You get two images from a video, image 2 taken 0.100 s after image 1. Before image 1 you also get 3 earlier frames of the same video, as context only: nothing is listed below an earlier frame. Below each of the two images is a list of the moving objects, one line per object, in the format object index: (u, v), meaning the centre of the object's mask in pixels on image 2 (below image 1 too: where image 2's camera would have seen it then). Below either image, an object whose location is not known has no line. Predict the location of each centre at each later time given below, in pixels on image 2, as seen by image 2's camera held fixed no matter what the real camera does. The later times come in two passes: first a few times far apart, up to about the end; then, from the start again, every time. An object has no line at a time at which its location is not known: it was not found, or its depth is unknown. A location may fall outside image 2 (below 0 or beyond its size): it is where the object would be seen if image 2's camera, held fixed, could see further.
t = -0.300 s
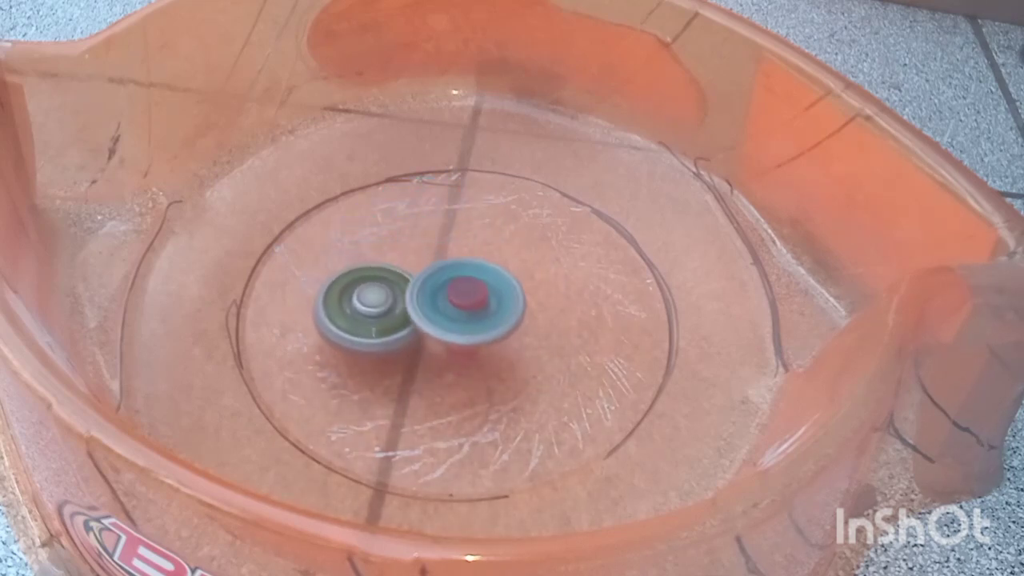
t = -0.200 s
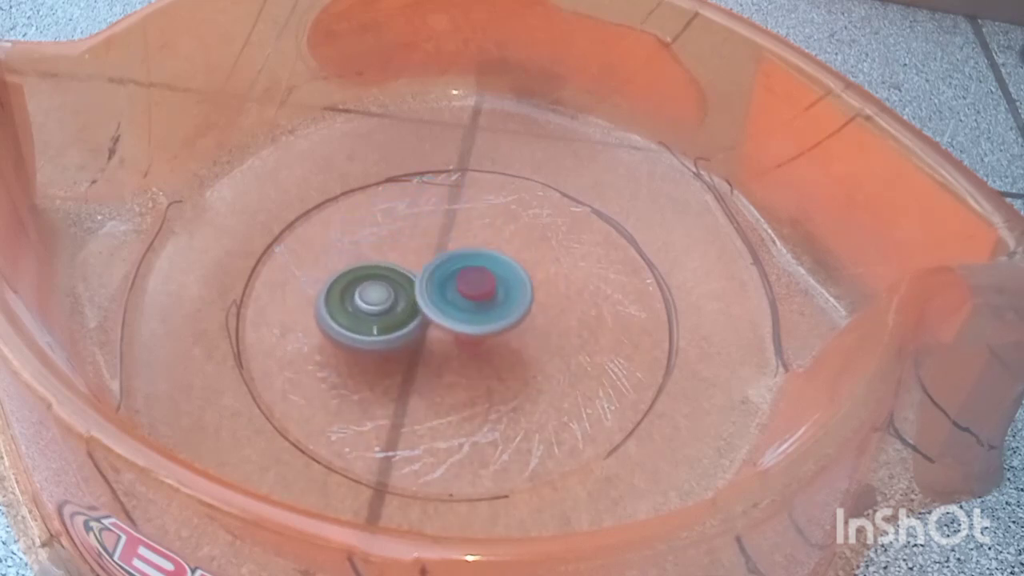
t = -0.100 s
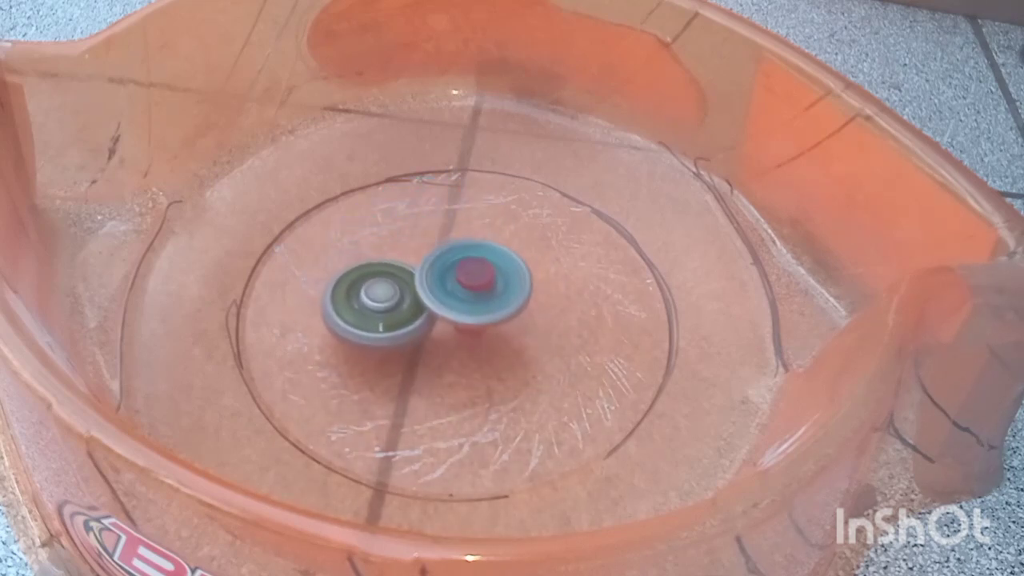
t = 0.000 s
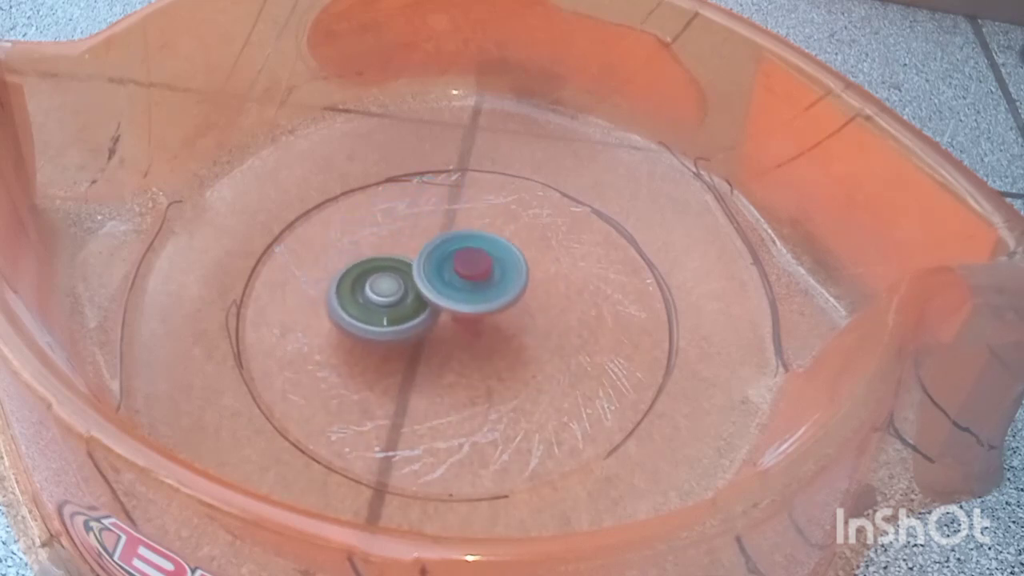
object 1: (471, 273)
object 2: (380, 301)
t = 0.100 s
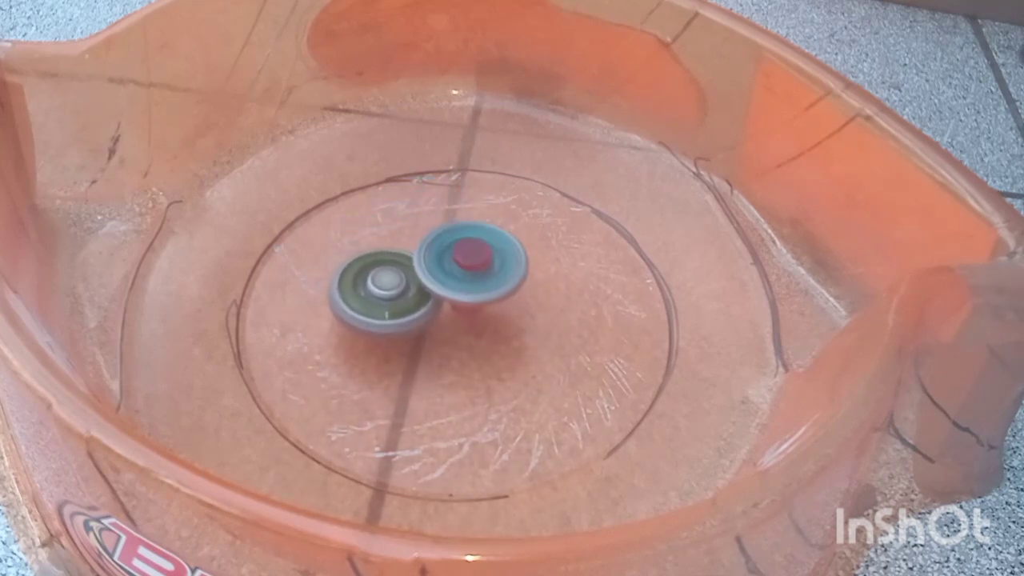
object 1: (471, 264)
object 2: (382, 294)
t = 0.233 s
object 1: (462, 251)
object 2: (376, 285)
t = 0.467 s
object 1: (434, 232)
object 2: (365, 291)
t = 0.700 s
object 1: (406, 229)
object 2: (380, 308)
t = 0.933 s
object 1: (385, 227)
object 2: (404, 321)
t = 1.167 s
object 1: (375, 249)
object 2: (430, 318)
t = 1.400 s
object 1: (366, 261)
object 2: (456, 314)
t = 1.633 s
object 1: (388, 278)
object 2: (484, 309)
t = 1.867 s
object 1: (370, 274)
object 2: (508, 302)
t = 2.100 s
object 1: (365, 287)
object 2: (508, 281)
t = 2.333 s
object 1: (382, 295)
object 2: (486, 275)
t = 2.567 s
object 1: (382, 299)
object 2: (471, 278)
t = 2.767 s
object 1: (370, 313)
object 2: (461, 278)
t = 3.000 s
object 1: (379, 329)
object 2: (447, 276)
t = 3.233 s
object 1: (396, 329)
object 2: (439, 270)
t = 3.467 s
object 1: (392, 332)
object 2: (432, 261)
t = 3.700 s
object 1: (401, 325)
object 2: (406, 252)
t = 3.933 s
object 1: (385, 319)
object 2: (381, 252)
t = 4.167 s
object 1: (390, 321)
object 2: (370, 260)
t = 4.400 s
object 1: (410, 319)
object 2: (377, 262)
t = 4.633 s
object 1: (430, 329)
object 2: (387, 254)
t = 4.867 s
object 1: (447, 321)
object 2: (378, 255)
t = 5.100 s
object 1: (441, 302)
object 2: (381, 260)
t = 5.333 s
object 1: (440, 302)
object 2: (394, 248)
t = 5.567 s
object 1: (421, 298)
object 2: (409, 240)
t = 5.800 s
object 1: (399, 302)
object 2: (434, 244)
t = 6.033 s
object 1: (382, 305)
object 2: (452, 254)
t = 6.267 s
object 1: (378, 302)
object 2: (467, 262)
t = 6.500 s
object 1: (383, 288)
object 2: (476, 277)
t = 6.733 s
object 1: (387, 270)
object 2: (484, 299)
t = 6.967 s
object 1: (385, 259)
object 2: (485, 313)
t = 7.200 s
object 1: (387, 260)
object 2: (497, 325)
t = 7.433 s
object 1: (400, 264)
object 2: (497, 310)
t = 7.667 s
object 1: (375, 253)
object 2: (500, 322)
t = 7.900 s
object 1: (354, 264)
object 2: (500, 310)
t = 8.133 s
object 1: (355, 282)
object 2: (469, 312)
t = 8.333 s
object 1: (347, 288)
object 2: (460, 313)
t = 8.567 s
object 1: (353, 299)
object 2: (454, 310)
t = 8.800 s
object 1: (337, 308)
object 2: (447, 298)
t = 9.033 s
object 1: (359, 310)
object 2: (441, 284)
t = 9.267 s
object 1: (361, 317)
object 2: (434, 268)
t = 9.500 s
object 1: (388, 308)
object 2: (411, 250)
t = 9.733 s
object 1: (405, 315)
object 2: (380, 249)
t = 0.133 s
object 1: (470, 260)
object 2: (382, 291)
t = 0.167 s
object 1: (468, 257)
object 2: (381, 289)
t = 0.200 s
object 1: (465, 254)
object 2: (379, 287)
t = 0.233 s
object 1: (462, 251)
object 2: (376, 285)
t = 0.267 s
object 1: (459, 248)
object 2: (374, 284)
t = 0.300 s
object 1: (456, 244)
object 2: (371, 284)
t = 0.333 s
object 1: (452, 241)
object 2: (369, 284)
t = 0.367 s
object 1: (449, 239)
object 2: (367, 285)
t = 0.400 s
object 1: (445, 235)
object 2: (365, 287)
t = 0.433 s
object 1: (440, 234)
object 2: (364, 289)
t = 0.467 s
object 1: (434, 232)
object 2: (365, 291)
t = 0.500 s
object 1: (429, 231)
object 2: (366, 294)
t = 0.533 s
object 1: (427, 229)
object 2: (366, 296)
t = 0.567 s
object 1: (424, 228)
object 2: (368, 299)
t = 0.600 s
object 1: (420, 227)
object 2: (370, 302)
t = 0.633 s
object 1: (416, 228)
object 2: (373, 305)
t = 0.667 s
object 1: (412, 228)
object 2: (377, 307)
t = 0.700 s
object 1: (406, 229)
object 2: (380, 308)
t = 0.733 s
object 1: (402, 229)
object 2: (383, 309)
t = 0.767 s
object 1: (399, 227)
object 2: (386, 311)
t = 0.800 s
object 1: (398, 225)
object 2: (389, 314)
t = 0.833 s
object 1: (396, 225)
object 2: (392, 316)
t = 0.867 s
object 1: (392, 226)
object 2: (396, 318)
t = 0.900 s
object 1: (388, 226)
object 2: (400, 320)
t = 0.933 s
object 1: (385, 227)
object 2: (404, 321)
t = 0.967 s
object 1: (383, 229)
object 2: (407, 322)
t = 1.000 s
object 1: (380, 232)
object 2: (411, 322)
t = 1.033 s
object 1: (378, 235)
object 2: (415, 322)
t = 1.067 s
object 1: (375, 238)
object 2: (419, 322)
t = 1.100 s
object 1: (375, 242)
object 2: (423, 321)
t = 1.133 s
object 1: (374, 246)
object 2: (427, 319)
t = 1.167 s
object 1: (375, 249)
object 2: (430, 318)
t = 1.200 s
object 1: (374, 251)
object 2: (434, 317)
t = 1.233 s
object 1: (371, 251)
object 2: (438, 317)
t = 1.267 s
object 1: (369, 251)
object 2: (441, 317)
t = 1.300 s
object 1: (368, 253)
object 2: (445, 316)
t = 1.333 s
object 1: (367, 256)
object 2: (449, 316)
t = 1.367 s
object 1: (366, 258)
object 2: (453, 315)
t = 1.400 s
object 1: (366, 261)
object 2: (456, 314)
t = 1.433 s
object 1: (367, 264)
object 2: (460, 314)
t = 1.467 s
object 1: (369, 267)
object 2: (465, 313)
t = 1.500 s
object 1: (372, 270)
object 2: (469, 312)
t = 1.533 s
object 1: (375, 272)
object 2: (473, 311)
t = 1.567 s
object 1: (379, 275)
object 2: (477, 311)
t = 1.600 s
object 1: (384, 277)
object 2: (481, 311)
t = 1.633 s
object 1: (388, 278)
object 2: (484, 309)
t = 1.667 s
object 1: (394, 279)
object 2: (487, 308)
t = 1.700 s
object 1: (394, 278)
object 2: (488, 307)
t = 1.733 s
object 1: (380, 273)
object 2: (497, 309)
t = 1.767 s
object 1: (376, 271)
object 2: (502, 310)
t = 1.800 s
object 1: (374, 271)
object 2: (505, 310)
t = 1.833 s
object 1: (372, 272)
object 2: (507, 306)
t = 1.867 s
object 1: (370, 274)
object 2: (508, 302)
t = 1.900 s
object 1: (368, 275)
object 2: (509, 298)
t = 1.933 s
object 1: (367, 277)
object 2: (510, 295)
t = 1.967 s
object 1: (366, 279)
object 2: (511, 292)
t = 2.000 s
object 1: (365, 281)
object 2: (511, 289)
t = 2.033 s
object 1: (364, 283)
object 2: (511, 287)
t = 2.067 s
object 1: (364, 285)
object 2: (509, 284)
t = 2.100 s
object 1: (365, 287)
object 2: (508, 281)
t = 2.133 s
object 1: (367, 289)
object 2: (506, 279)
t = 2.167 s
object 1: (369, 291)
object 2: (504, 278)
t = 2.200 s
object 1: (371, 292)
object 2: (501, 277)
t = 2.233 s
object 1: (373, 293)
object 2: (497, 276)
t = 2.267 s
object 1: (376, 294)
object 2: (493, 276)
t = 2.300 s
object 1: (378, 295)
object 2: (489, 276)
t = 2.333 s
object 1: (382, 295)
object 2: (486, 275)
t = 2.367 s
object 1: (385, 295)
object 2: (484, 276)
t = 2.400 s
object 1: (388, 295)
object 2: (481, 277)
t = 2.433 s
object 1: (391, 294)
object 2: (478, 277)
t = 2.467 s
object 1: (387, 296)
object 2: (477, 278)
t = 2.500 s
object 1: (382, 297)
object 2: (475, 278)
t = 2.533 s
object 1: (382, 298)
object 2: (473, 278)
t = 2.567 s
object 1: (382, 299)
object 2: (471, 278)
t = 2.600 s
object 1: (382, 301)
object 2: (469, 278)
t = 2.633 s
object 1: (382, 302)
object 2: (468, 278)
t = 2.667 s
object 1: (383, 303)
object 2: (466, 278)
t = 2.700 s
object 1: (383, 304)
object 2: (464, 278)
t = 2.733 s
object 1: (375, 309)
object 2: (462, 277)
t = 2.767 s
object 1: (370, 313)
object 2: (461, 278)
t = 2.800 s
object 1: (370, 316)
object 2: (458, 276)
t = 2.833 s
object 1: (369, 319)
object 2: (456, 276)
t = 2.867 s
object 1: (370, 322)
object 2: (454, 275)
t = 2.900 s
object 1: (371, 325)
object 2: (451, 275)
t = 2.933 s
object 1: (373, 327)
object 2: (449, 275)
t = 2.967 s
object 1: (375, 329)
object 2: (448, 276)
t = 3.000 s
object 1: (379, 329)
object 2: (447, 276)
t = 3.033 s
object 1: (383, 329)
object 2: (446, 275)
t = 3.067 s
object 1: (388, 327)
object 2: (445, 275)
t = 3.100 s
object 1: (392, 325)
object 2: (443, 274)
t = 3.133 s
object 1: (393, 327)
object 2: (442, 273)
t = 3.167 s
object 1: (391, 329)
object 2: (441, 272)
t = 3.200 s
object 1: (393, 329)
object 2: (440, 271)
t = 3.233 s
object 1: (396, 329)
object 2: (439, 270)
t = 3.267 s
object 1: (399, 327)
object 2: (438, 268)
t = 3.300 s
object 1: (401, 325)
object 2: (437, 266)
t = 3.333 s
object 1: (403, 323)
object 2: (436, 265)
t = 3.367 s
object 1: (404, 320)
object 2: (434, 264)
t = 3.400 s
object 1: (401, 322)
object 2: (433, 262)
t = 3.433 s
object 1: (393, 331)
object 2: (433, 262)
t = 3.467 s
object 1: (392, 332)
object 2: (432, 261)
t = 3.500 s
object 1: (393, 333)
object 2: (429, 259)
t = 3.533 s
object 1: (394, 333)
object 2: (425, 257)
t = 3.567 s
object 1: (396, 333)
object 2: (422, 255)
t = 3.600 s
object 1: (398, 332)
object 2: (419, 254)
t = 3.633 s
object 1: (399, 330)
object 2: (415, 253)
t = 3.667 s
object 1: (400, 328)
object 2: (411, 252)
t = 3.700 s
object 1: (401, 325)
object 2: (406, 252)
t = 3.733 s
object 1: (402, 322)
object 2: (401, 251)
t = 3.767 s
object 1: (401, 317)
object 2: (396, 251)
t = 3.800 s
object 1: (399, 314)
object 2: (390, 251)
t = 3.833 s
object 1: (397, 310)
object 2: (387, 251)
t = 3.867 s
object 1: (393, 314)
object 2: (385, 251)
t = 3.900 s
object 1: (388, 319)
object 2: (384, 252)
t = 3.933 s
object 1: (385, 319)
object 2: (381, 252)
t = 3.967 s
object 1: (386, 318)
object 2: (377, 253)
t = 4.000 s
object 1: (386, 318)
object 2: (374, 254)
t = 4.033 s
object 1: (387, 318)
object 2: (371, 255)
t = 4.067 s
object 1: (387, 317)
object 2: (369, 256)
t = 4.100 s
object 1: (388, 317)
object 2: (367, 258)
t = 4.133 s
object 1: (389, 320)
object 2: (368, 259)
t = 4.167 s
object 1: (390, 321)
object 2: (370, 260)
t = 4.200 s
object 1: (393, 321)
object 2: (371, 261)
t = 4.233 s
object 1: (395, 320)
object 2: (371, 262)
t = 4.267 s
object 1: (398, 320)
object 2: (371, 262)
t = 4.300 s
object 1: (402, 321)
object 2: (373, 263)
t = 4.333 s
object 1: (404, 322)
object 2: (375, 263)
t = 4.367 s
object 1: (408, 321)
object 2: (376, 262)
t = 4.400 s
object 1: (410, 319)
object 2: (377, 262)
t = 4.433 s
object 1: (412, 317)
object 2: (377, 261)
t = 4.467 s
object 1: (415, 314)
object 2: (378, 261)
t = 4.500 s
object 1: (419, 322)
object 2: (382, 258)
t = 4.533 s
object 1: (421, 328)
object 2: (387, 257)
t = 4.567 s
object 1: (422, 329)
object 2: (388, 255)
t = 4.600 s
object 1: (426, 329)
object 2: (387, 254)
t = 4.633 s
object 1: (430, 329)
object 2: (387, 254)
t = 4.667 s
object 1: (433, 328)
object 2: (386, 254)
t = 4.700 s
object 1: (436, 328)
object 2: (384, 253)
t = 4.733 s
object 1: (439, 327)
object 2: (383, 253)
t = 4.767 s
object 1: (442, 326)
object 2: (381, 253)
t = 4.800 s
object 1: (444, 325)
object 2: (380, 254)
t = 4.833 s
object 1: (445, 323)
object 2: (379, 254)
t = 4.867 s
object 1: (447, 321)
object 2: (378, 255)
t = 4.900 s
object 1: (448, 318)
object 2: (377, 257)
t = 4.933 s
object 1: (448, 315)
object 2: (376, 258)
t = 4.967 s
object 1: (447, 312)
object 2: (377, 260)
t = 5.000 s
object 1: (445, 308)
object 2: (377, 261)
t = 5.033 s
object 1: (443, 305)
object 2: (377, 261)
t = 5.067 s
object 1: (441, 301)
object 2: (378, 262)
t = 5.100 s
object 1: (441, 302)
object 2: (381, 260)
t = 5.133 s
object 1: (441, 301)
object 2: (385, 257)
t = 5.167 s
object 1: (442, 304)
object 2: (390, 253)
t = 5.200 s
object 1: (442, 304)
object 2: (392, 251)
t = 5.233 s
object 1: (441, 304)
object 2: (393, 250)
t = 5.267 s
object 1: (442, 303)
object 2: (393, 249)
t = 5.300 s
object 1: (441, 303)
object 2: (394, 249)
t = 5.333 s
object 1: (440, 302)
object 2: (394, 248)
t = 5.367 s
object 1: (439, 301)
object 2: (395, 247)
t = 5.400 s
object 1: (437, 299)
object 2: (396, 246)
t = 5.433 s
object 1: (434, 298)
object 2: (398, 245)
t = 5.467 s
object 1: (431, 297)
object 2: (400, 243)
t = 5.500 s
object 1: (427, 297)
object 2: (402, 242)
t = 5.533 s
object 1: (424, 297)
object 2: (406, 241)
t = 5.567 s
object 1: (421, 298)
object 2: (409, 240)
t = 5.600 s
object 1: (418, 298)
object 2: (412, 240)
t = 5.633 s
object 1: (415, 300)
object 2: (416, 240)
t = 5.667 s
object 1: (412, 301)
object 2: (420, 241)
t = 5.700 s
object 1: (408, 301)
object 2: (425, 242)
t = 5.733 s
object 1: (405, 301)
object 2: (428, 243)
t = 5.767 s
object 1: (402, 302)
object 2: (432, 243)
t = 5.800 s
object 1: (399, 302)
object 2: (434, 244)
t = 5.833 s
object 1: (396, 303)
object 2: (437, 246)
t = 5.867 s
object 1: (393, 304)
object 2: (439, 247)
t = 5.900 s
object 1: (390, 304)
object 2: (443, 248)
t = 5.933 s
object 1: (388, 304)
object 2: (444, 250)
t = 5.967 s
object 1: (386, 305)
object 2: (447, 251)
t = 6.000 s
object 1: (384, 305)
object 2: (450, 253)
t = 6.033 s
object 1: (382, 305)
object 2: (452, 254)
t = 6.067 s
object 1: (380, 305)
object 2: (455, 256)
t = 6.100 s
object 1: (379, 305)
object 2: (458, 257)
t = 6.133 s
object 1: (379, 305)
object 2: (460, 258)
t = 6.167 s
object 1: (378, 305)
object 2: (462, 259)
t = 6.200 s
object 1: (378, 304)
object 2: (464, 260)
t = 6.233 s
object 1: (378, 303)
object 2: (466, 261)
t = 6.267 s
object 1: (378, 302)
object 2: (467, 262)
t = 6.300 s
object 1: (379, 301)
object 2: (468, 263)
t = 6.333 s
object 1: (380, 299)
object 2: (470, 265)
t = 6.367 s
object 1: (380, 297)
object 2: (472, 267)
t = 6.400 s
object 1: (381, 295)
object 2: (474, 269)
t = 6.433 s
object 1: (382, 293)
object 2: (475, 271)
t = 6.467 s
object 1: (382, 290)
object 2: (476, 275)
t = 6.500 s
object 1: (383, 288)
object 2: (476, 277)
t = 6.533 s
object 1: (383, 285)
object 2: (477, 280)
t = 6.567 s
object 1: (384, 283)
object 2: (478, 284)
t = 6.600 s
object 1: (385, 280)
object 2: (480, 287)
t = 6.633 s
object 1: (385, 278)
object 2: (482, 290)
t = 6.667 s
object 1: (386, 275)
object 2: (483, 293)
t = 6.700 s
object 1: (387, 273)
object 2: (484, 296)
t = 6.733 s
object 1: (387, 270)
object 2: (484, 299)
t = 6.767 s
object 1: (387, 268)
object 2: (483, 302)
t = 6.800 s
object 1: (386, 266)
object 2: (483, 305)
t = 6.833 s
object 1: (386, 264)
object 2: (483, 307)
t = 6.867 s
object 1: (386, 262)
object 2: (483, 308)
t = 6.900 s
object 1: (385, 261)
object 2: (483, 309)
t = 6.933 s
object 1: (385, 260)
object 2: (484, 311)
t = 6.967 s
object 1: (385, 259)
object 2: (485, 313)
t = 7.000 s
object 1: (385, 259)
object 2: (486, 314)
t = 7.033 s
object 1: (385, 258)
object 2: (488, 317)
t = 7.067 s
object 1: (385, 258)
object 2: (489, 318)
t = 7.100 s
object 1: (385, 258)
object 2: (491, 320)
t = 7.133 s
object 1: (385, 259)
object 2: (493, 322)
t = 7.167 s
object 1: (386, 259)
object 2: (495, 324)
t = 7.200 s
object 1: (387, 260)
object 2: (497, 325)
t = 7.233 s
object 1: (388, 260)
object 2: (500, 324)
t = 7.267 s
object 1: (390, 261)
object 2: (504, 324)
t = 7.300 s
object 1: (392, 262)
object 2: (507, 322)
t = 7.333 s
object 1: (394, 262)
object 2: (507, 318)
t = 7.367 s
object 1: (396, 263)
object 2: (505, 313)
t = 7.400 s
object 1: (399, 263)
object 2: (501, 310)
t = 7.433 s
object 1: (400, 264)
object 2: (497, 310)
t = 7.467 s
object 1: (403, 265)
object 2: (493, 310)
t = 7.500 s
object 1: (405, 266)
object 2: (490, 311)
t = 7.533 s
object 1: (405, 265)
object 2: (488, 313)
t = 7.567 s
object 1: (390, 257)
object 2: (494, 316)
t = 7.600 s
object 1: (382, 253)
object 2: (496, 319)
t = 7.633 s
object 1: (379, 252)
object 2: (498, 321)
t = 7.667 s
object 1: (375, 253)
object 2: (500, 322)
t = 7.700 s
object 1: (371, 254)
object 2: (502, 323)
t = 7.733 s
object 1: (367, 255)
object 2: (504, 324)
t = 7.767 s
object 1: (364, 257)
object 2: (507, 321)
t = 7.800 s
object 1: (361, 258)
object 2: (507, 318)
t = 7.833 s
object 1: (358, 260)
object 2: (506, 314)
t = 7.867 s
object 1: (356, 262)
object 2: (503, 310)
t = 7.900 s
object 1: (354, 264)
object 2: (500, 310)
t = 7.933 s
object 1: (352, 266)
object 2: (496, 311)
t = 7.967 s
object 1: (352, 269)
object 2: (491, 311)
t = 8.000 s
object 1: (351, 271)
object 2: (487, 312)
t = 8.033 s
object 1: (351, 273)
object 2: (482, 311)
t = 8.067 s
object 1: (352, 276)
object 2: (478, 311)
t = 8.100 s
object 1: (353, 279)
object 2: (474, 312)
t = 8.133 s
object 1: (355, 282)
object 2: (469, 312)
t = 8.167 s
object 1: (357, 284)
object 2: (466, 312)
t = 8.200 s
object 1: (359, 286)
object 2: (463, 312)
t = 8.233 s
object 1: (362, 288)
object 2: (460, 313)
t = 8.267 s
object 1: (364, 290)
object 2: (458, 313)
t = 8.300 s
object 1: (351, 288)
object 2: (460, 313)
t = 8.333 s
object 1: (347, 288)
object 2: (460, 313)
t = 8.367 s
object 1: (348, 288)
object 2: (459, 314)
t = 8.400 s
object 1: (348, 290)
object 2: (459, 314)
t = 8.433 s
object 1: (348, 292)
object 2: (459, 314)
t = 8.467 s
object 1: (349, 294)
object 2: (458, 313)
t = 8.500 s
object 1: (350, 296)
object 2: (457, 313)
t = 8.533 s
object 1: (351, 298)
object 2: (455, 311)
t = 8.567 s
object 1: (353, 299)
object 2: (454, 310)
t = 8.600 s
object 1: (355, 301)
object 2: (452, 309)
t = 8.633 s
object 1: (350, 302)
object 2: (452, 308)
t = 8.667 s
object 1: (338, 303)
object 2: (451, 307)
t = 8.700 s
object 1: (336, 303)
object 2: (450, 305)
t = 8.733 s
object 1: (336, 304)
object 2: (449, 304)
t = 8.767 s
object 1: (337, 306)
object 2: (448, 300)
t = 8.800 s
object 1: (337, 308)
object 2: (447, 298)
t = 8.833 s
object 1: (339, 310)
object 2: (446, 296)
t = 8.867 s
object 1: (341, 311)
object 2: (445, 295)
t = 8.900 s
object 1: (343, 312)
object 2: (444, 292)
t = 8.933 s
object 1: (347, 312)
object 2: (443, 291)
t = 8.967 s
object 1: (351, 312)
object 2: (442, 288)
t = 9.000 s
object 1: (355, 311)
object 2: (441, 286)
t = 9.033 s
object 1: (359, 310)
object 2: (441, 284)
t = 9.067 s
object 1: (355, 313)
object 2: (440, 280)
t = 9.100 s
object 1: (349, 315)
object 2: (439, 279)
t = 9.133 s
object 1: (350, 316)
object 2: (438, 277)
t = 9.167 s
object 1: (352, 317)
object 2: (438, 275)
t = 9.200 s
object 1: (355, 317)
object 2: (437, 273)
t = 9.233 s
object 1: (358, 318)
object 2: (436, 270)
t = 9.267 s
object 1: (361, 317)
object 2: (434, 268)
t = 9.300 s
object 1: (365, 317)
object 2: (432, 265)
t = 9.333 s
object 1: (369, 316)
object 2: (429, 262)
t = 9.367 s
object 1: (373, 315)
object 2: (427, 259)
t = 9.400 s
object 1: (377, 313)
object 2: (424, 257)
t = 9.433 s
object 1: (381, 312)
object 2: (421, 255)
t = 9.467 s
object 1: (385, 309)
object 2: (416, 252)
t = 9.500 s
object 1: (388, 308)
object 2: (411, 250)
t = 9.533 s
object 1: (387, 314)
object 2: (407, 249)
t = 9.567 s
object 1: (388, 317)
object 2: (403, 248)
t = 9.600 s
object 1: (391, 317)
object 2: (399, 248)
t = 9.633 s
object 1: (394, 317)
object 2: (394, 248)
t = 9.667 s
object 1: (398, 317)
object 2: (389, 248)
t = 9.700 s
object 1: (402, 317)
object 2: (385, 248)
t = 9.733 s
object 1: (405, 315)
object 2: (380, 249)
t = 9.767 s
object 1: (409, 314)
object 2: (376, 250)
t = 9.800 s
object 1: (413, 312)
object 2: (372, 252)
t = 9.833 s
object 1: (417, 310)
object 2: (368, 253)
